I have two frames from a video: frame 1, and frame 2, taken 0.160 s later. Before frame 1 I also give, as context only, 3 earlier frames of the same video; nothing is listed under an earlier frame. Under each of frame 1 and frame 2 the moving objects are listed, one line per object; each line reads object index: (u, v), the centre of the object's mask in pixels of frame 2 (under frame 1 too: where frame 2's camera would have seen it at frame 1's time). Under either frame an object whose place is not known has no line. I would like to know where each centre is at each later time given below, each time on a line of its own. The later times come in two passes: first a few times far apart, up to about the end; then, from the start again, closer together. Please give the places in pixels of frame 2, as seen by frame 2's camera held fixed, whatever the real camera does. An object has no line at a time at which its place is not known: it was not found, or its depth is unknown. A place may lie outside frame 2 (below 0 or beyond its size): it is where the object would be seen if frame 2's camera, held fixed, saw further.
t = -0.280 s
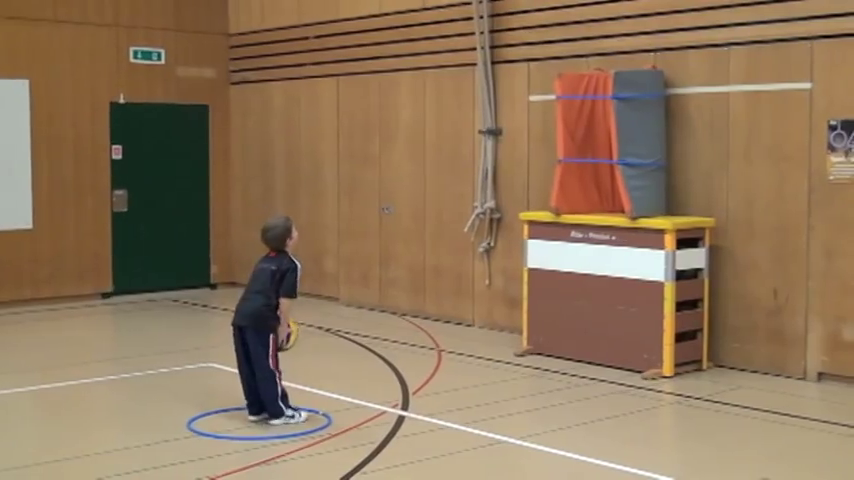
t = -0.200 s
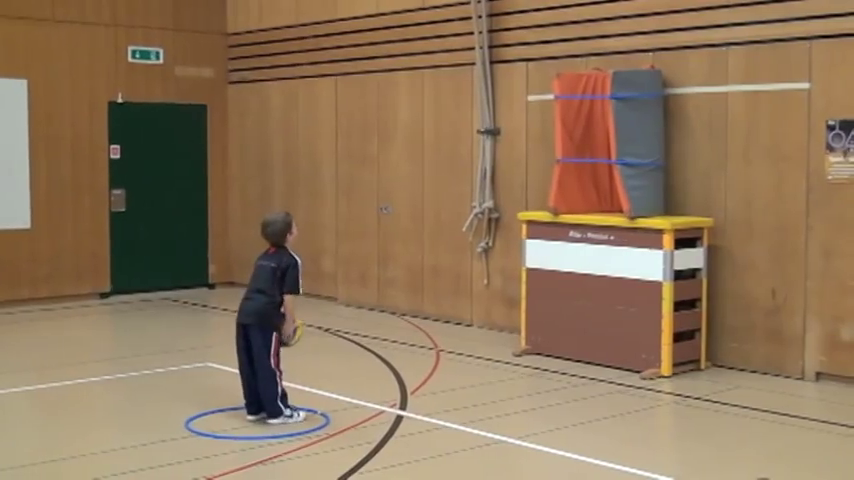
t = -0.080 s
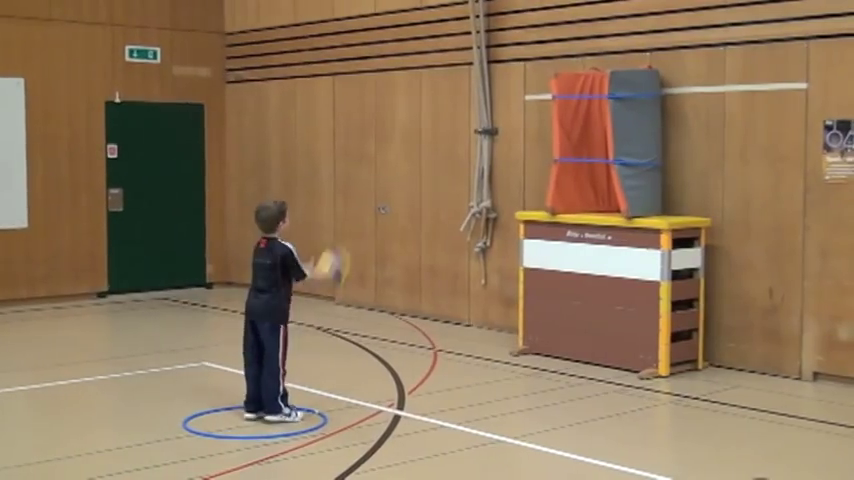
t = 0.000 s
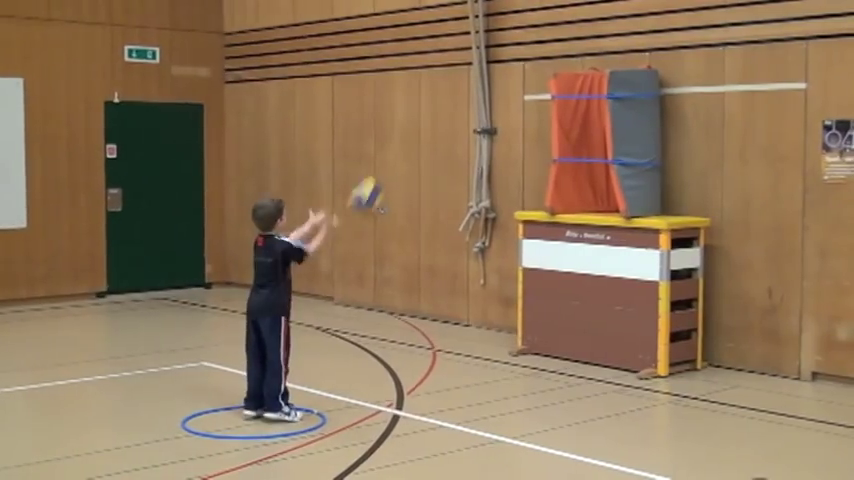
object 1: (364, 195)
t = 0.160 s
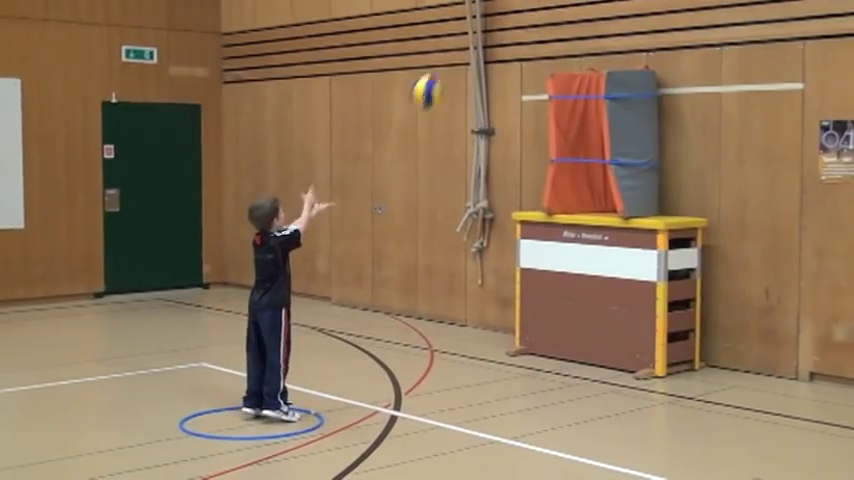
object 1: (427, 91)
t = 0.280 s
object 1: (471, 39)
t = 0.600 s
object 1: (572, 10)
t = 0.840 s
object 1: (631, 65)
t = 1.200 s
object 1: (581, 141)
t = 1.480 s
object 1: (530, 219)
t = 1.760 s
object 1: (434, 331)
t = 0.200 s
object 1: (442, 70)
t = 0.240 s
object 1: (457, 53)
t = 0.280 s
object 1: (471, 39)
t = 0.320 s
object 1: (484, 26)
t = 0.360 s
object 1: (498, 16)
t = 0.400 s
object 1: (511, 11)
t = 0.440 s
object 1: (524, 7)
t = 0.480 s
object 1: (537, 6)
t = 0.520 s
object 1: (548, 6)
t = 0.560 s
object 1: (560, 7)
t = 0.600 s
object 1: (572, 10)
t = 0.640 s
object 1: (584, 17)
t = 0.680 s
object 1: (596, 27)
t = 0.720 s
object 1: (605, 35)
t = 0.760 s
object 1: (615, 47)
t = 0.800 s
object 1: (625, 58)
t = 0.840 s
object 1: (631, 65)
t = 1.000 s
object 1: (596, 99)
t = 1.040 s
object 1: (592, 107)
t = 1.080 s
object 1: (590, 111)
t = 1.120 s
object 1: (587, 119)
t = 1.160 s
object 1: (584, 129)
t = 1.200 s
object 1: (581, 141)
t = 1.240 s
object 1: (577, 154)
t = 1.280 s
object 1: (576, 171)
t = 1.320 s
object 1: (573, 188)
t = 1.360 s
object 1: (570, 207)
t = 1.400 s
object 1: (556, 209)
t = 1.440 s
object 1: (543, 213)
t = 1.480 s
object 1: (530, 219)
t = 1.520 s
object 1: (516, 228)
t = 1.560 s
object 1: (504, 233)
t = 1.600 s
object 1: (488, 252)
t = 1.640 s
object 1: (476, 266)
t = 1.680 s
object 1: (461, 287)
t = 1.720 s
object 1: (447, 307)
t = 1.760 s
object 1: (434, 331)
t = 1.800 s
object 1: (417, 359)
